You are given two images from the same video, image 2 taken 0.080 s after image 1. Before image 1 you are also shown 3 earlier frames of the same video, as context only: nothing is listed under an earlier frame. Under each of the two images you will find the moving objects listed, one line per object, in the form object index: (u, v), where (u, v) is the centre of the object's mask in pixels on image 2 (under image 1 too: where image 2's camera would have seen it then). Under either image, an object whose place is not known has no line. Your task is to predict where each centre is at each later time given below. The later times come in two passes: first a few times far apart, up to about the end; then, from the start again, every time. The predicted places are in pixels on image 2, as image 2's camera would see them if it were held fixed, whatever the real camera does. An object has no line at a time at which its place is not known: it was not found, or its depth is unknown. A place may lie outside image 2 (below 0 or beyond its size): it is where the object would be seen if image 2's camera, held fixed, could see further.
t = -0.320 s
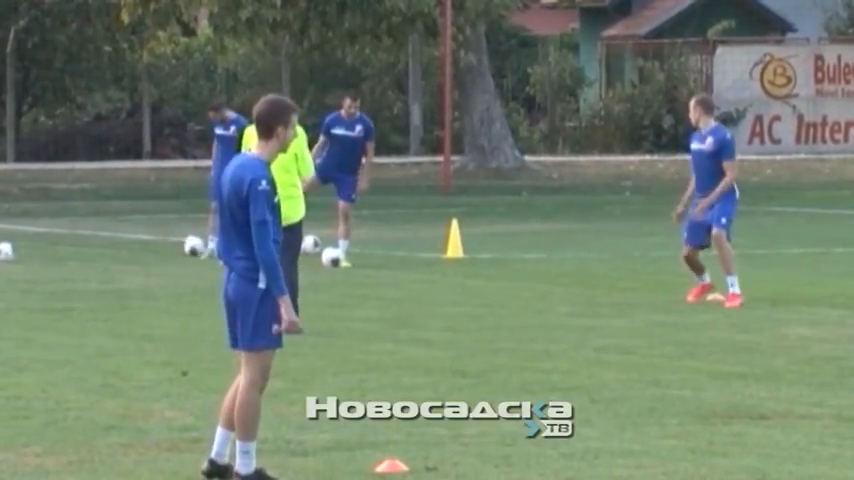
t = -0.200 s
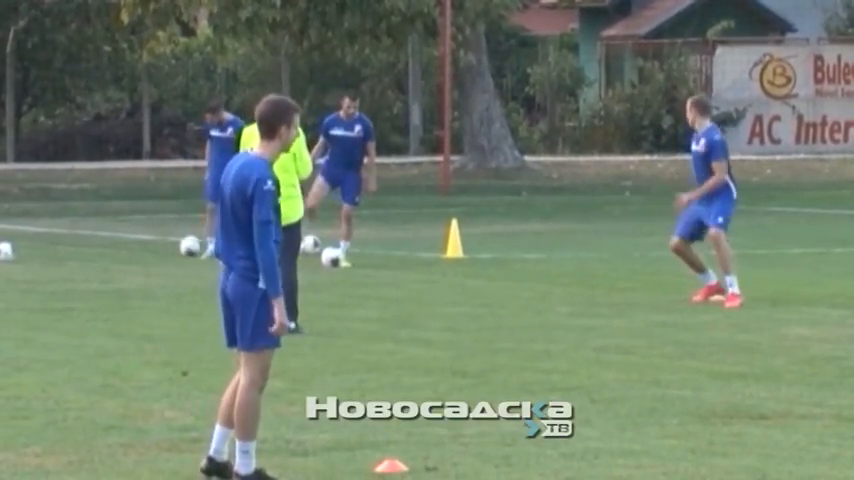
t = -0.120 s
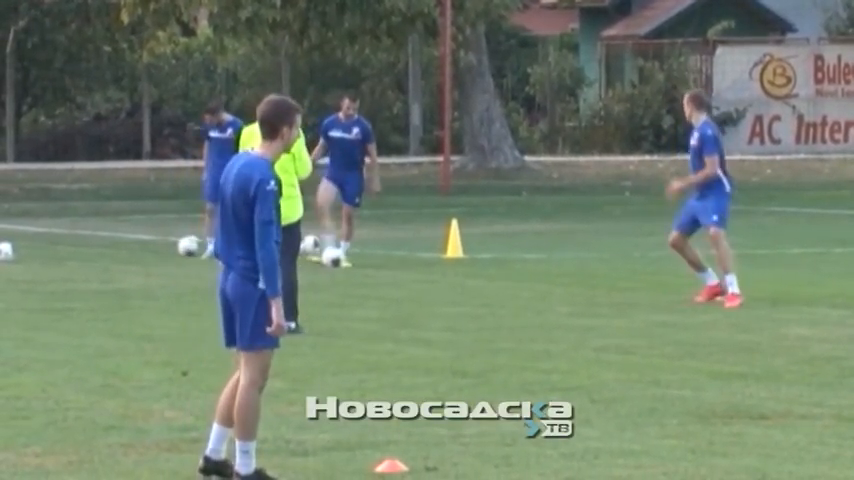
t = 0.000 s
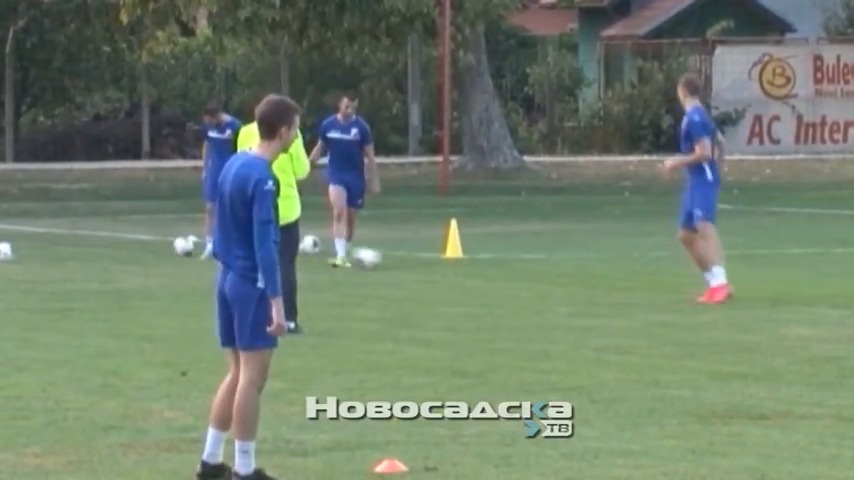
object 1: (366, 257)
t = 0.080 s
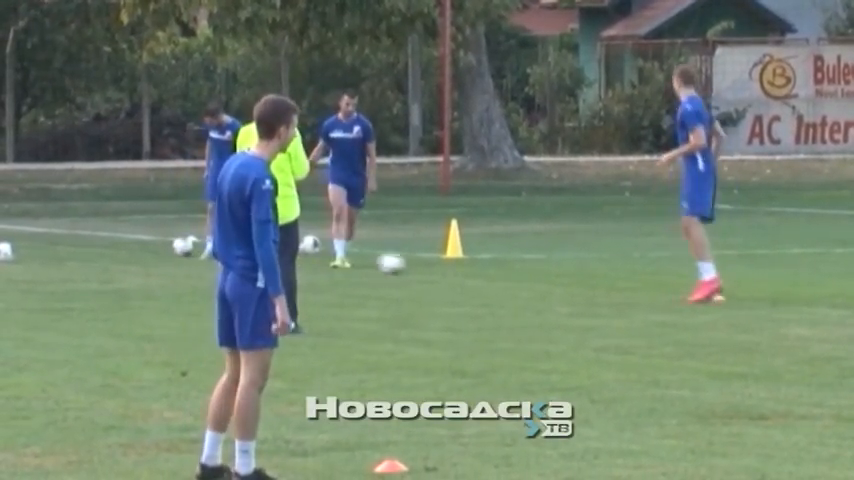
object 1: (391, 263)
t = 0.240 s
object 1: (435, 268)
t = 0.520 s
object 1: (498, 277)
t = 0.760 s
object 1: (544, 281)
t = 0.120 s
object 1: (402, 263)
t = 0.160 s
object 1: (412, 264)
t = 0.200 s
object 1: (422, 266)
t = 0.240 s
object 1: (435, 268)
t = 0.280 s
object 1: (444, 269)
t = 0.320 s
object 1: (453, 270)
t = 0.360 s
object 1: (463, 273)
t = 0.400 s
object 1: (473, 274)
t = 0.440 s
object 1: (481, 274)
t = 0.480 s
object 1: (491, 276)
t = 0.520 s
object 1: (498, 277)
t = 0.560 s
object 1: (507, 278)
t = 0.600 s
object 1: (513, 279)
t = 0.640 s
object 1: (522, 279)
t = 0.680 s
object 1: (530, 280)
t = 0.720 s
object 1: (536, 281)
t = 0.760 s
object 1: (544, 281)
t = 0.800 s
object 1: (550, 283)
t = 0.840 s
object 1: (558, 284)
